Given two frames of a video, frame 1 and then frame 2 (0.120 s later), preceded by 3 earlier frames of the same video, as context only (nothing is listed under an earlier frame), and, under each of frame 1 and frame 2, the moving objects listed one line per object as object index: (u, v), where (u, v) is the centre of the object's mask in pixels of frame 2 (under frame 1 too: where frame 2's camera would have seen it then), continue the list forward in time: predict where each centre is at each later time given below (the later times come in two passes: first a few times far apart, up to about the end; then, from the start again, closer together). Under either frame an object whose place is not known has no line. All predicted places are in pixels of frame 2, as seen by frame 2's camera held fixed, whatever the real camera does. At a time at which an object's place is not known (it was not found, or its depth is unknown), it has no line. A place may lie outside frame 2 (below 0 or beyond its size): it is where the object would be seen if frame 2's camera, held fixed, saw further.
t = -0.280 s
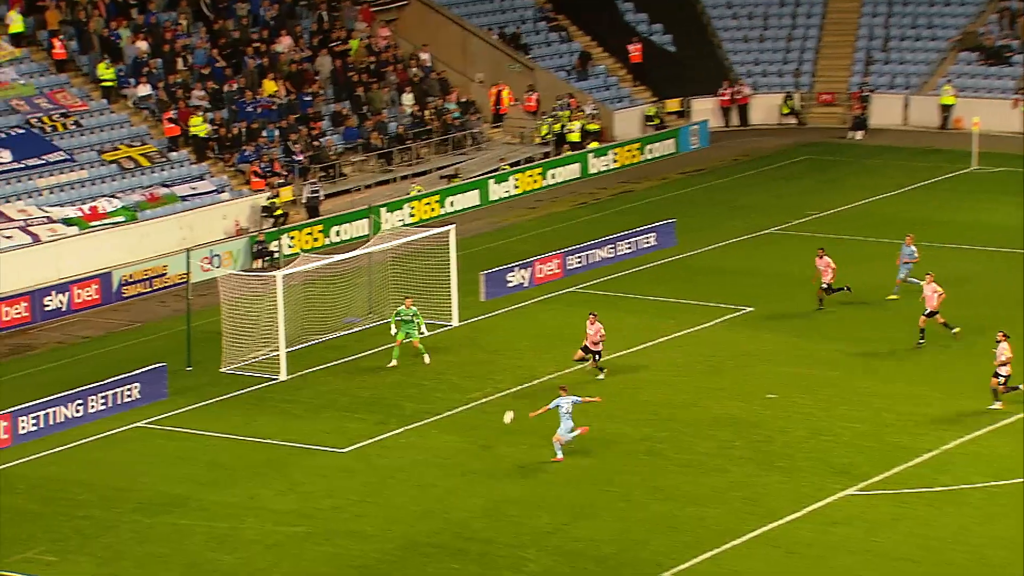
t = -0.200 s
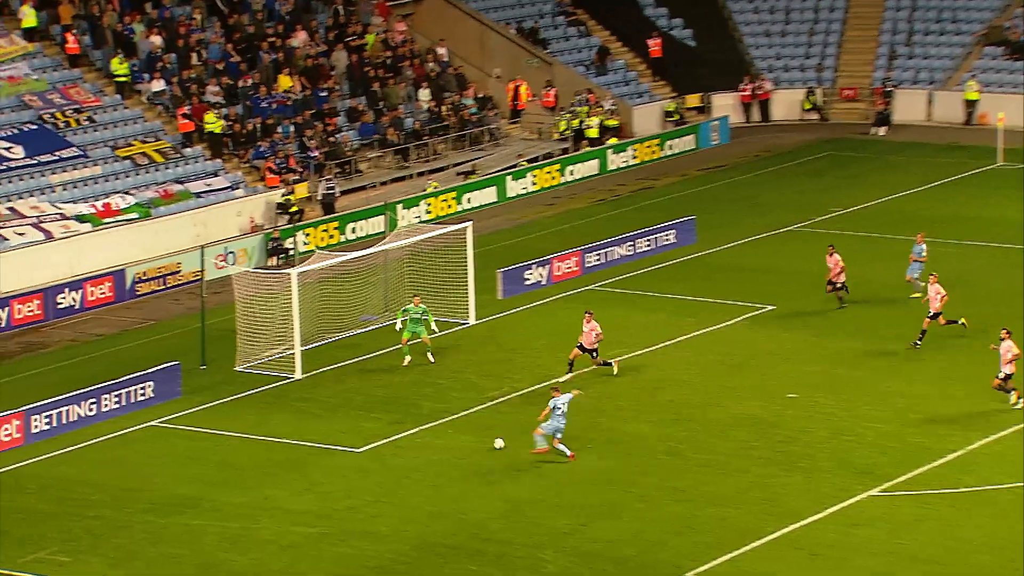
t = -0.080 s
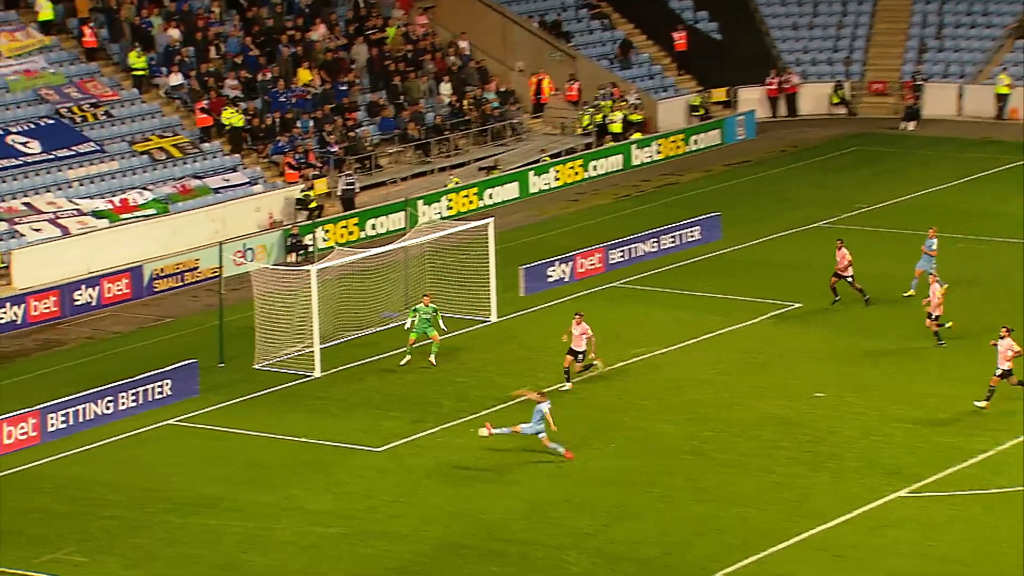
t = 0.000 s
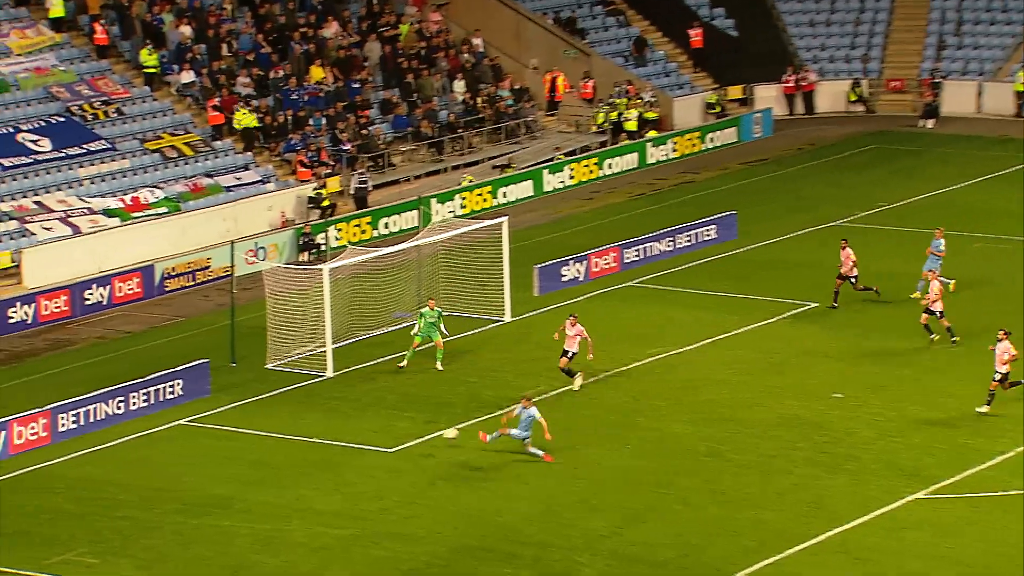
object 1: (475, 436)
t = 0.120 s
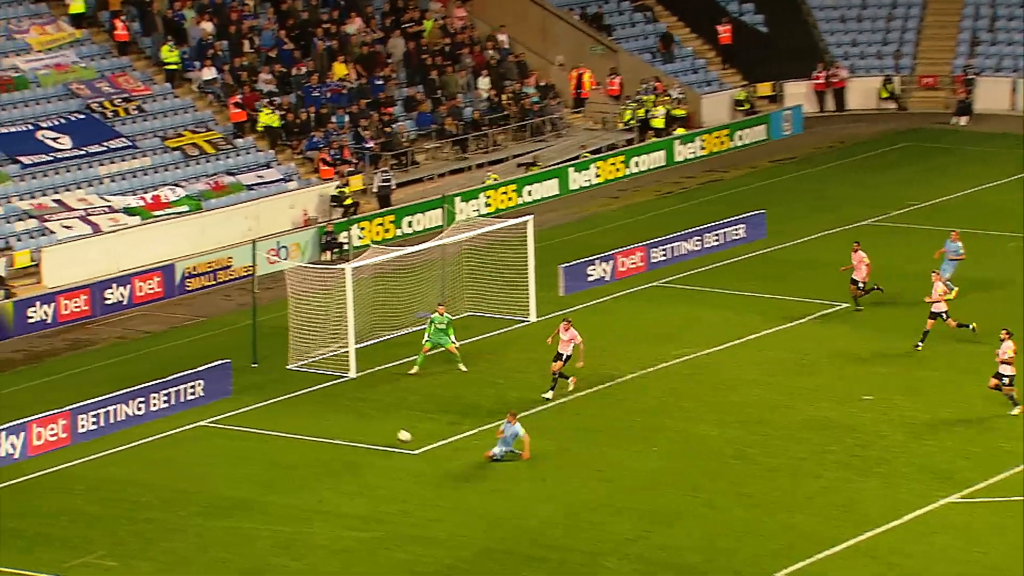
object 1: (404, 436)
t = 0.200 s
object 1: (362, 422)
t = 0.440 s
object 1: (242, 402)
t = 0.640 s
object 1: (150, 405)
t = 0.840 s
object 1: (69, 394)
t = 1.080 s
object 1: (-19, 387)
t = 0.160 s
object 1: (383, 429)
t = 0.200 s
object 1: (362, 422)
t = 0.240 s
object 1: (342, 417)
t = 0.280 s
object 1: (321, 412)
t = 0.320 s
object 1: (301, 408)
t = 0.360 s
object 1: (282, 406)
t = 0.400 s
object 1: (261, 404)
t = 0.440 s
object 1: (242, 402)
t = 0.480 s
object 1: (223, 403)
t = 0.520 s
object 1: (204, 404)
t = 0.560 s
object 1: (185, 406)
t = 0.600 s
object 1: (166, 408)
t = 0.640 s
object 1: (150, 405)
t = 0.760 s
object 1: (100, 395)
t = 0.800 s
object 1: (84, 394)
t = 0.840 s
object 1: (69, 394)
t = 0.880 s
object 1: (53, 394)
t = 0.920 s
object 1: (38, 395)
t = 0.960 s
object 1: (23, 395)
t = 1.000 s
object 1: (9, 392)
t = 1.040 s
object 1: (-5, 389)
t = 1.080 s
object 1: (-19, 387)
